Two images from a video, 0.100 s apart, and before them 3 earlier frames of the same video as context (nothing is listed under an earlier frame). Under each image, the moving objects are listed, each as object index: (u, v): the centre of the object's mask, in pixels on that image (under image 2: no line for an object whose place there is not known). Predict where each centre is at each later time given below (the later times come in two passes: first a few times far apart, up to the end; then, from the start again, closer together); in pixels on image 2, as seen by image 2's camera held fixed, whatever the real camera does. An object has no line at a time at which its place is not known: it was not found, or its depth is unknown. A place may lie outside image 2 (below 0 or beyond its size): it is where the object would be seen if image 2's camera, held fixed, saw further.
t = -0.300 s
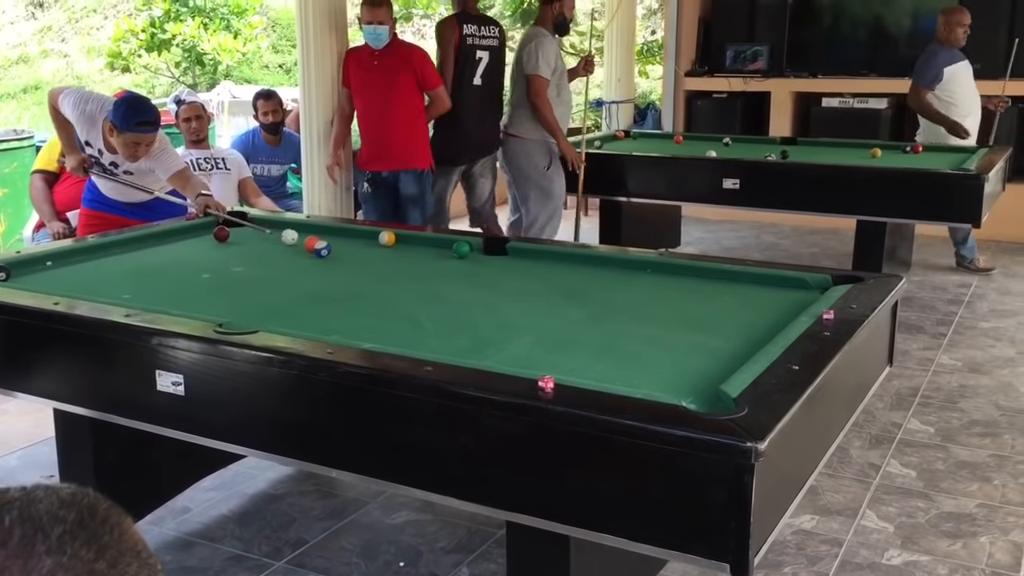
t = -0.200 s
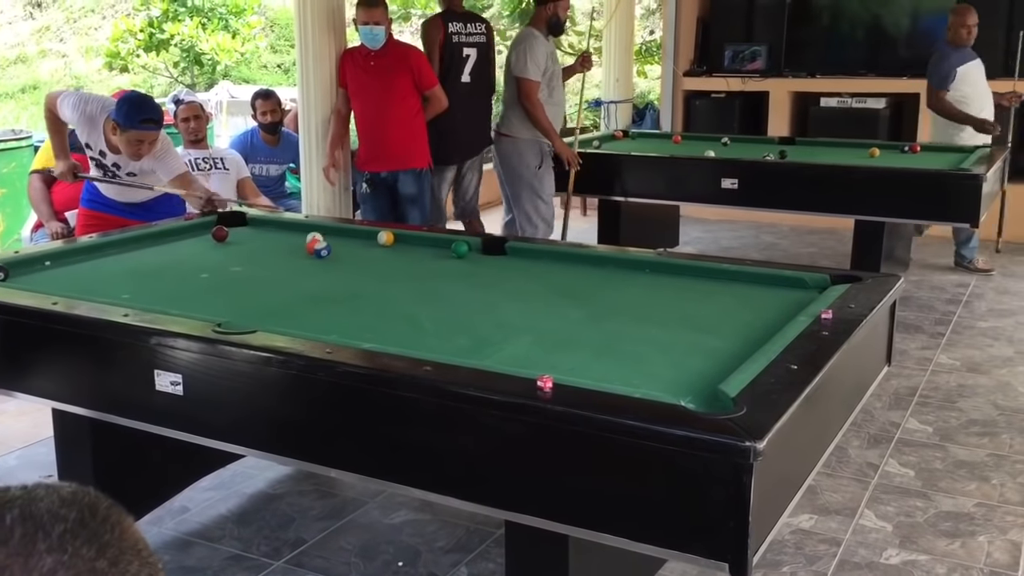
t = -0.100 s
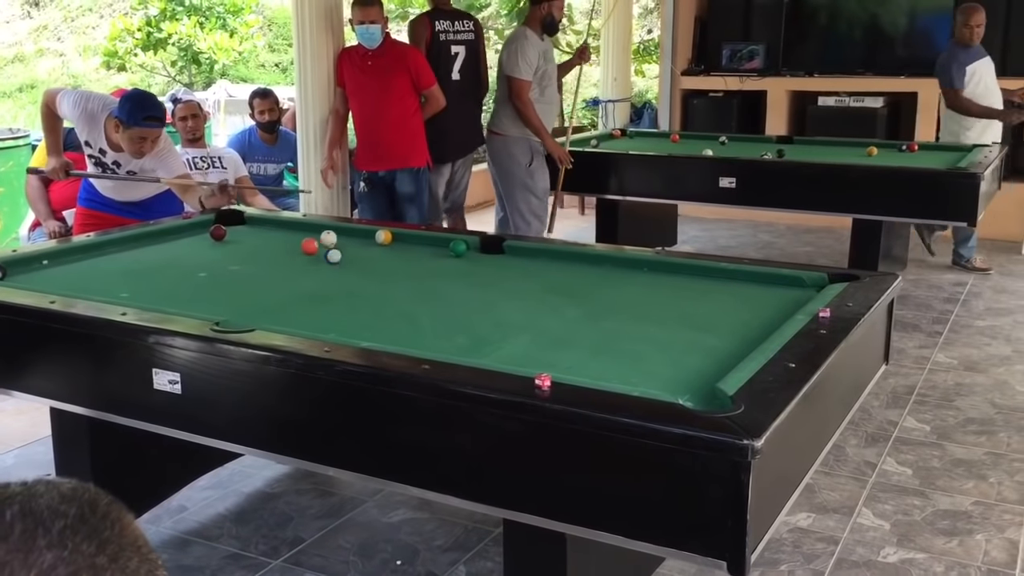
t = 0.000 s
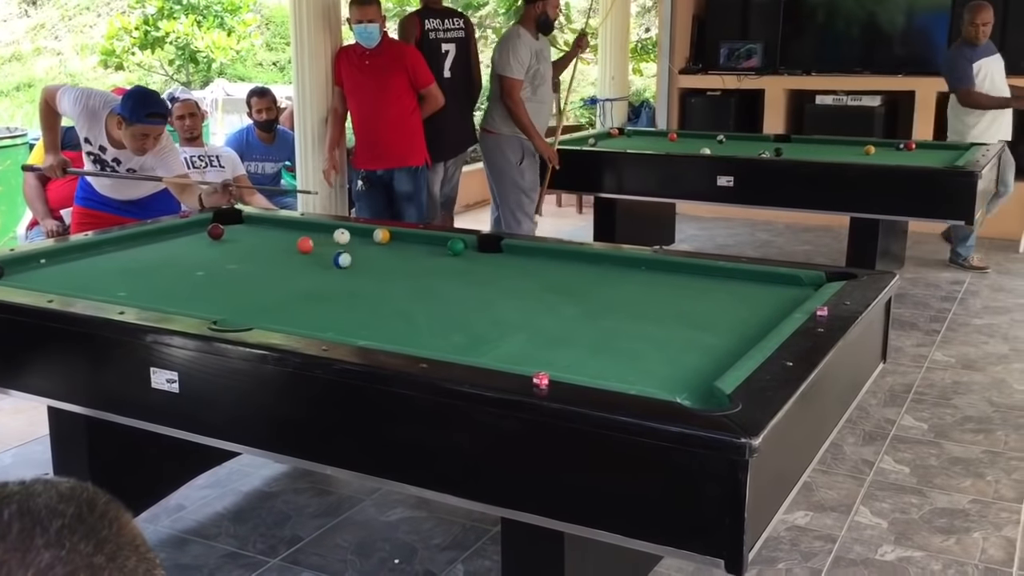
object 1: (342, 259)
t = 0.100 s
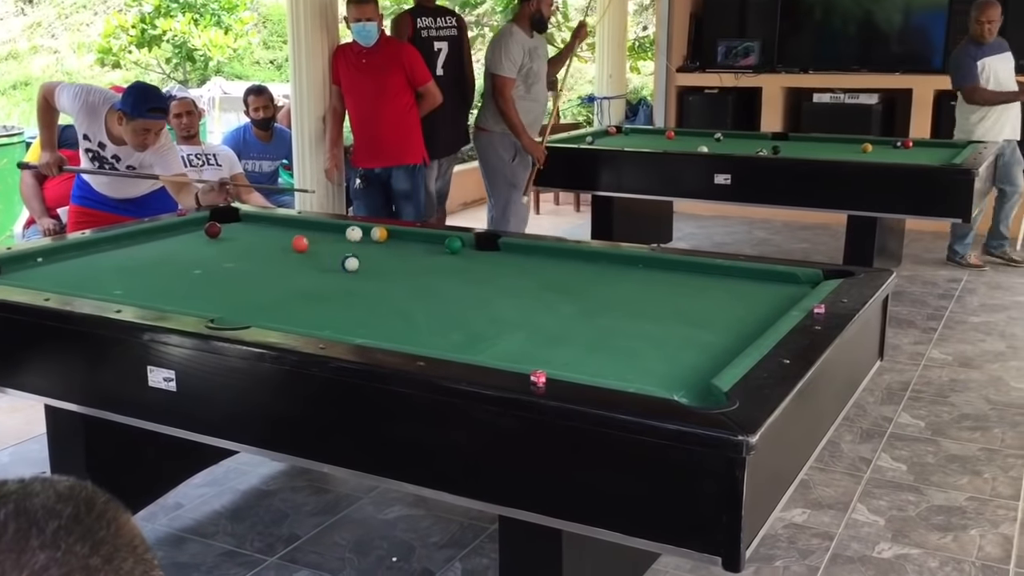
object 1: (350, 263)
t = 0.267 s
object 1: (369, 272)
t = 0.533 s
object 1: (404, 289)
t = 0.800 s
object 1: (441, 307)
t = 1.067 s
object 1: (482, 328)
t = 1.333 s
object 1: (528, 350)
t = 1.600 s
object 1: (582, 370)
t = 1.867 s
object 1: (640, 376)
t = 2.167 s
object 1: (704, 379)
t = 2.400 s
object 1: (690, 369)
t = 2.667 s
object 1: (675, 359)
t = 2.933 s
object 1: (661, 350)
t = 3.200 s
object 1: (648, 342)
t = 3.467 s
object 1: (637, 336)
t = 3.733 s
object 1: (627, 330)
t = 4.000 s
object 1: (620, 326)
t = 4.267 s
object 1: (613, 321)
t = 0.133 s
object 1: (354, 264)
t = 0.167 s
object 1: (358, 266)
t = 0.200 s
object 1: (362, 268)
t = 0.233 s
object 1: (365, 270)
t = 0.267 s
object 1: (369, 272)
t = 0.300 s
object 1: (374, 274)
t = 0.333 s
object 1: (378, 276)
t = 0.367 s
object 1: (382, 278)
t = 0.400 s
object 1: (387, 280)
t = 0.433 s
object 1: (390, 282)
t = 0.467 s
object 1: (394, 284)
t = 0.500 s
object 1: (399, 287)
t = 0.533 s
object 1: (404, 289)
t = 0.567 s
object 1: (408, 290)
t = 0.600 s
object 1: (413, 293)
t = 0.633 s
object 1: (417, 295)
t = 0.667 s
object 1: (421, 297)
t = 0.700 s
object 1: (426, 300)
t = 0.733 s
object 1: (431, 303)
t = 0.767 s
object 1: (436, 304)
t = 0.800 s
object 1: (441, 307)
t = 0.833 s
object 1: (446, 310)
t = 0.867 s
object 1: (451, 312)
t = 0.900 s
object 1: (455, 314)
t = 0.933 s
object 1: (461, 317)
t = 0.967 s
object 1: (466, 320)
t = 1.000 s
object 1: (471, 321)
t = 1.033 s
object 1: (477, 324)
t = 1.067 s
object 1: (482, 328)
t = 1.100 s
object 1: (487, 330)
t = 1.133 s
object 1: (493, 333)
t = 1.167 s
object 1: (499, 336)
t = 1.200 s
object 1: (505, 338)
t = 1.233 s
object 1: (511, 341)
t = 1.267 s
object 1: (517, 344)
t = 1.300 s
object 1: (522, 347)
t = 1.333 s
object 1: (528, 350)
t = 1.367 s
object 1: (535, 353)
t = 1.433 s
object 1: (547, 358)
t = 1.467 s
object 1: (554, 360)
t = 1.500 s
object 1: (561, 364)
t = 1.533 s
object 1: (567, 365)
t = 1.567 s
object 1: (574, 367)
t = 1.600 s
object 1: (582, 370)
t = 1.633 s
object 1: (588, 372)
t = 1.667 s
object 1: (596, 372)
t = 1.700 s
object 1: (603, 372)
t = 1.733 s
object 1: (611, 373)
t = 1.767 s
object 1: (618, 373)
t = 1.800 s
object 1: (626, 374)
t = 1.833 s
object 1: (634, 375)
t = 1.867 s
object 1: (640, 376)
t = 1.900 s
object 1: (647, 377)
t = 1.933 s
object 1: (655, 377)
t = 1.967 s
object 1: (662, 378)
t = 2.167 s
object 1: (704, 379)
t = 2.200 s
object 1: (703, 377)
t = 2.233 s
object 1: (701, 375)
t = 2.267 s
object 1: (698, 374)
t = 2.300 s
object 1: (696, 372)
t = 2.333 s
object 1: (694, 372)
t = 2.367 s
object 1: (692, 371)
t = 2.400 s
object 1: (690, 369)
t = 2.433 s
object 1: (687, 368)
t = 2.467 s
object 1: (686, 366)
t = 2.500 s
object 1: (684, 365)
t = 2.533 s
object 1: (682, 363)
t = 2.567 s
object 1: (680, 362)
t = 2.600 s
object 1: (678, 361)
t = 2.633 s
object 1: (676, 360)
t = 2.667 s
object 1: (675, 359)
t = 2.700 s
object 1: (673, 358)
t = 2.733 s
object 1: (671, 357)
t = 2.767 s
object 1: (669, 355)
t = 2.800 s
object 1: (667, 354)
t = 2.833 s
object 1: (665, 353)
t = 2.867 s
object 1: (664, 352)
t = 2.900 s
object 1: (662, 351)
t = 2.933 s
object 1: (661, 350)
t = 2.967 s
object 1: (659, 349)
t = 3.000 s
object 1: (658, 348)
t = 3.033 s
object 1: (656, 347)
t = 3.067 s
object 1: (654, 346)
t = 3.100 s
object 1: (652, 345)
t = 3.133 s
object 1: (651, 344)
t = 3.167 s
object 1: (649, 343)
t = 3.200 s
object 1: (648, 342)
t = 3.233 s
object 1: (646, 341)
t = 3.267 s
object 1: (645, 340)
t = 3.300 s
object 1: (644, 340)
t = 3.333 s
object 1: (642, 339)
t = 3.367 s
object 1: (641, 339)
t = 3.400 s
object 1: (639, 338)
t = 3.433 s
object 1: (638, 337)
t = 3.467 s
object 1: (637, 336)
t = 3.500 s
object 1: (636, 335)
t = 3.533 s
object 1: (634, 335)
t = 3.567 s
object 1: (633, 334)
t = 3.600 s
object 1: (632, 333)
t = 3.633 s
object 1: (631, 332)
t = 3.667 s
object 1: (630, 331)
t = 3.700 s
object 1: (628, 330)
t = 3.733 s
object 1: (627, 330)
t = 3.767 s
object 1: (626, 329)
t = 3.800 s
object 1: (626, 329)
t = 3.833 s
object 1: (624, 329)
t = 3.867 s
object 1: (623, 328)
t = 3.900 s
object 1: (622, 328)
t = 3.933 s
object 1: (621, 327)
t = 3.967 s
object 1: (621, 327)
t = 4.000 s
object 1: (620, 326)
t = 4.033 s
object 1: (619, 325)
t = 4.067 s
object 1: (618, 324)
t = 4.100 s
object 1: (617, 323)
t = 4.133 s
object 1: (616, 323)
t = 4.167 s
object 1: (616, 323)
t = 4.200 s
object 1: (615, 322)
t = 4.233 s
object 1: (614, 322)
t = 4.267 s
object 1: (613, 321)
